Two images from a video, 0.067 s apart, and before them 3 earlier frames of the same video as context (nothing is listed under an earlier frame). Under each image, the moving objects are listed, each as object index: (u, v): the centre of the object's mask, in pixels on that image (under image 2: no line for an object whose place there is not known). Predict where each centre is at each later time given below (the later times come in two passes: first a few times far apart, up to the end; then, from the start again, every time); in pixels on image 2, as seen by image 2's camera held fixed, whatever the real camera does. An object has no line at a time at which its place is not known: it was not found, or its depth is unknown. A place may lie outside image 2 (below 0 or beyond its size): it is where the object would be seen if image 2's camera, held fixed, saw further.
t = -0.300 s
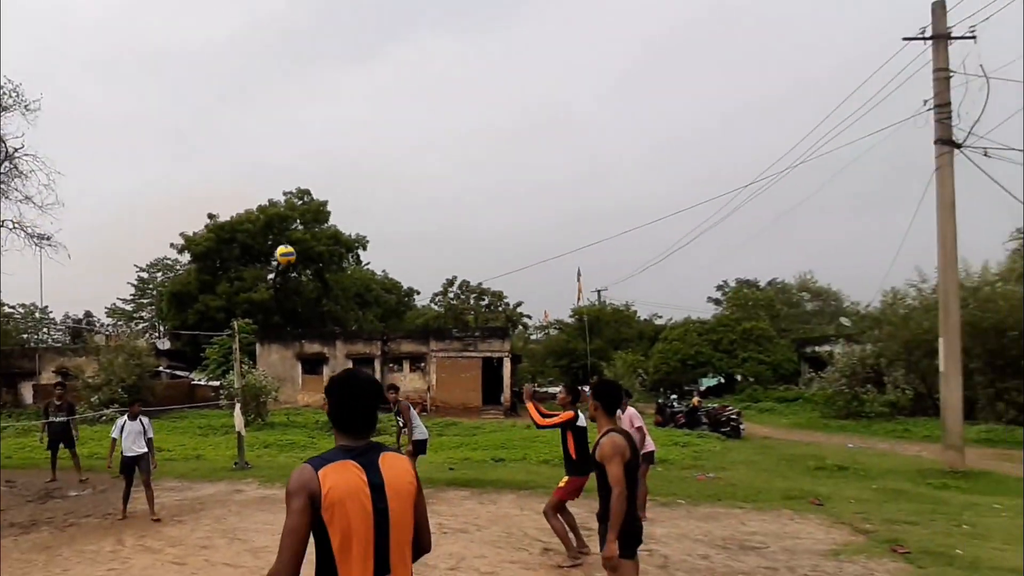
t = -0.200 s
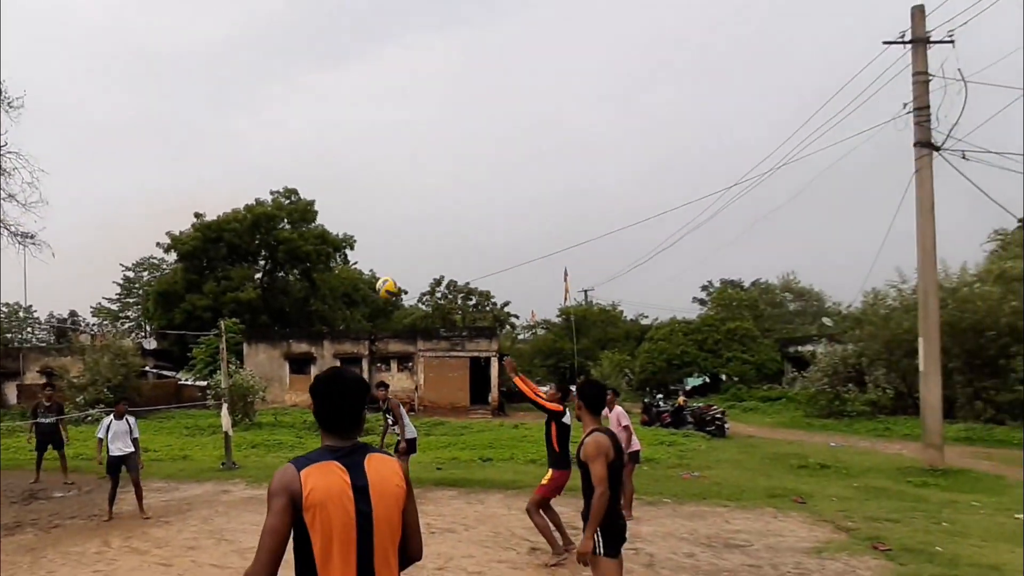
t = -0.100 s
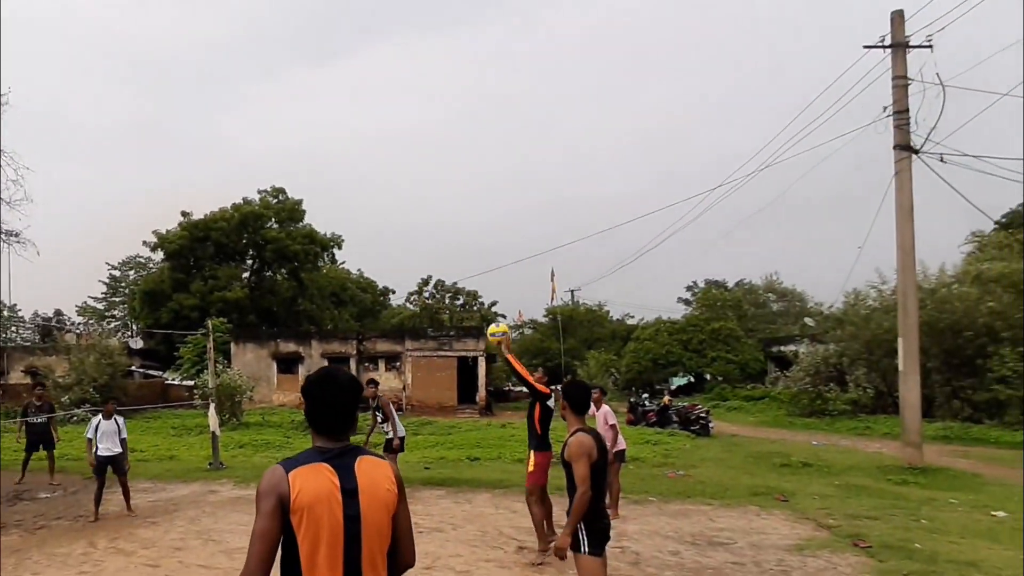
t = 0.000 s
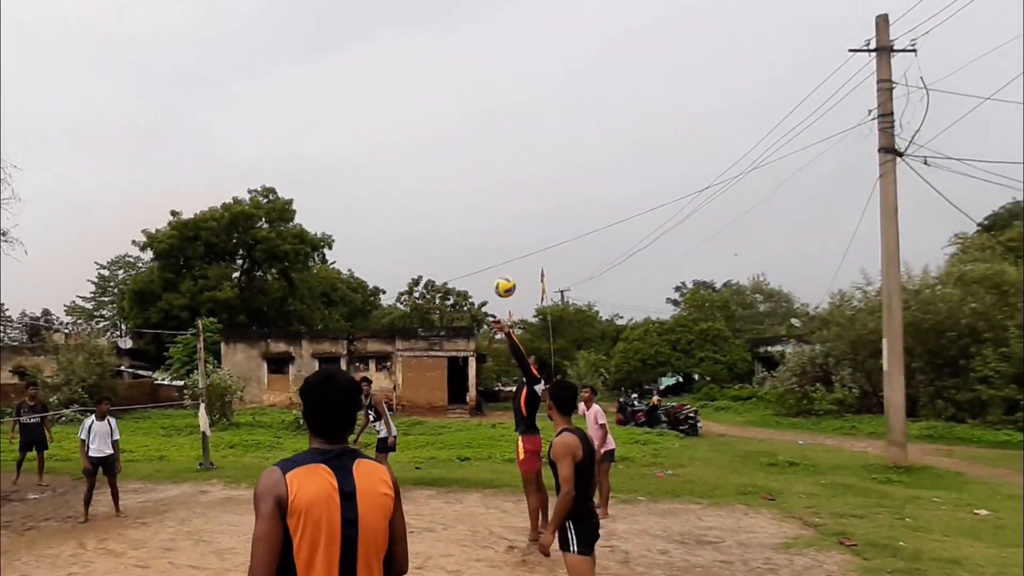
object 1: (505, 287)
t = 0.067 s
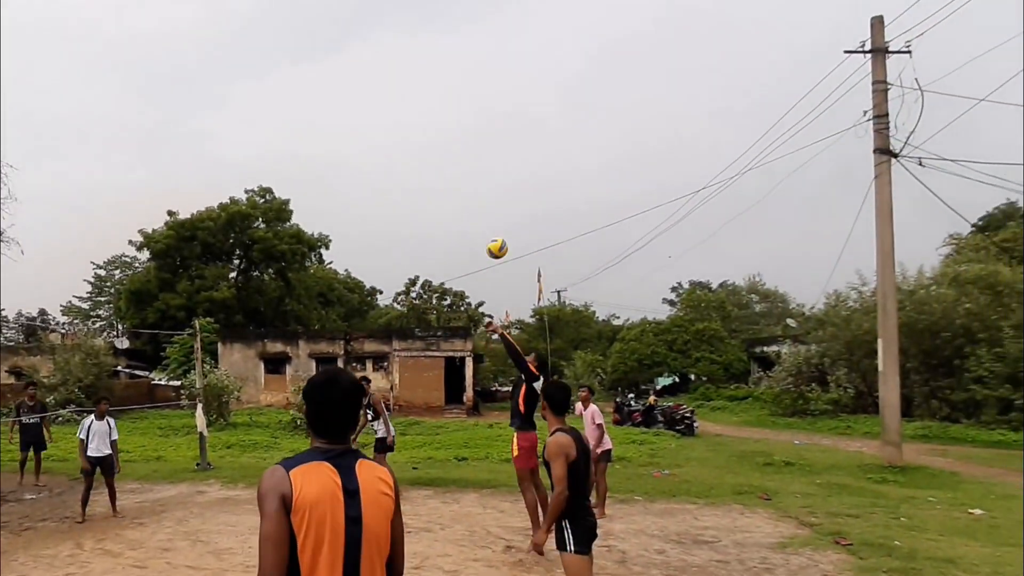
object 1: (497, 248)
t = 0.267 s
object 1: (485, 165)
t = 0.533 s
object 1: (470, 120)
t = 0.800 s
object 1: (459, 138)
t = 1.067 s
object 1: (450, 210)
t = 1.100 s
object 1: (449, 223)
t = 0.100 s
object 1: (495, 231)
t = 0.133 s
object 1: (492, 216)
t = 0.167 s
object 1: (490, 201)
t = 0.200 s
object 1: (489, 188)
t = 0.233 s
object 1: (487, 175)
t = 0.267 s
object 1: (485, 165)
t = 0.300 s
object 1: (483, 156)
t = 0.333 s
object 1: (481, 147)
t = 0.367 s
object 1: (479, 141)
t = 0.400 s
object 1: (477, 135)
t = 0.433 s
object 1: (475, 130)
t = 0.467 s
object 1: (473, 126)
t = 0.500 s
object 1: (471, 123)
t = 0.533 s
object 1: (470, 120)
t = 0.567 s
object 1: (468, 120)
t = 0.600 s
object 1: (467, 120)
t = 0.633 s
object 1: (466, 120)
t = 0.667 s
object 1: (464, 123)
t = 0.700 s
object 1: (463, 125)
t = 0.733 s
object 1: (461, 128)
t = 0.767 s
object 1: (460, 133)
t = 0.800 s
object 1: (459, 138)
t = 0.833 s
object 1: (458, 144)
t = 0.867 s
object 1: (457, 152)
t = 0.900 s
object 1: (455, 159)
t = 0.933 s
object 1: (454, 168)
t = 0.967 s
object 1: (453, 178)
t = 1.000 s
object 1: (452, 188)
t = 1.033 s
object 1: (451, 199)
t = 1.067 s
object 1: (450, 210)
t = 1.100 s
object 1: (449, 223)
